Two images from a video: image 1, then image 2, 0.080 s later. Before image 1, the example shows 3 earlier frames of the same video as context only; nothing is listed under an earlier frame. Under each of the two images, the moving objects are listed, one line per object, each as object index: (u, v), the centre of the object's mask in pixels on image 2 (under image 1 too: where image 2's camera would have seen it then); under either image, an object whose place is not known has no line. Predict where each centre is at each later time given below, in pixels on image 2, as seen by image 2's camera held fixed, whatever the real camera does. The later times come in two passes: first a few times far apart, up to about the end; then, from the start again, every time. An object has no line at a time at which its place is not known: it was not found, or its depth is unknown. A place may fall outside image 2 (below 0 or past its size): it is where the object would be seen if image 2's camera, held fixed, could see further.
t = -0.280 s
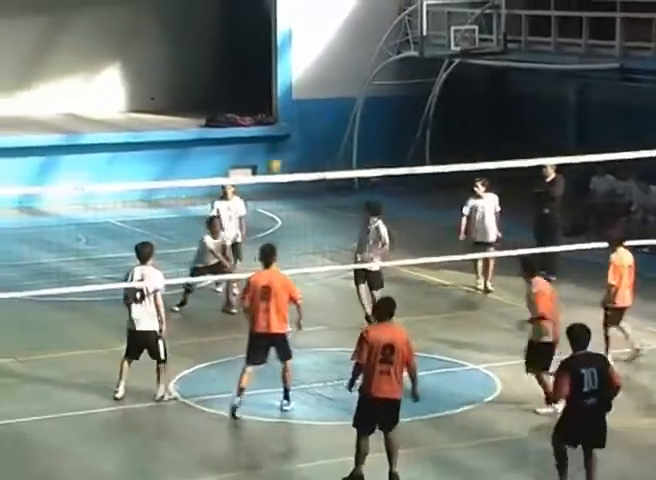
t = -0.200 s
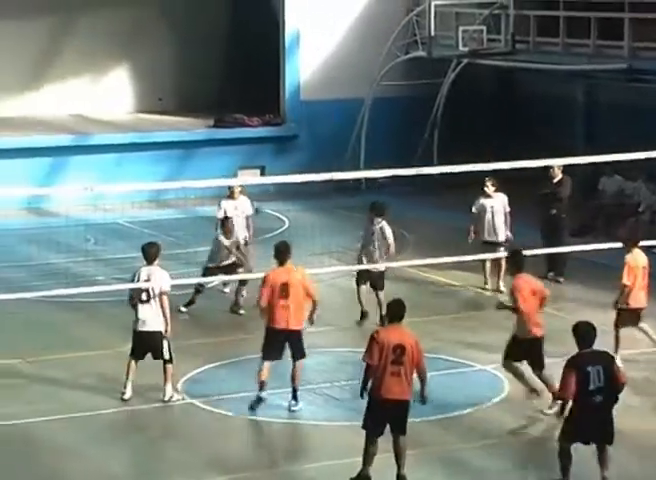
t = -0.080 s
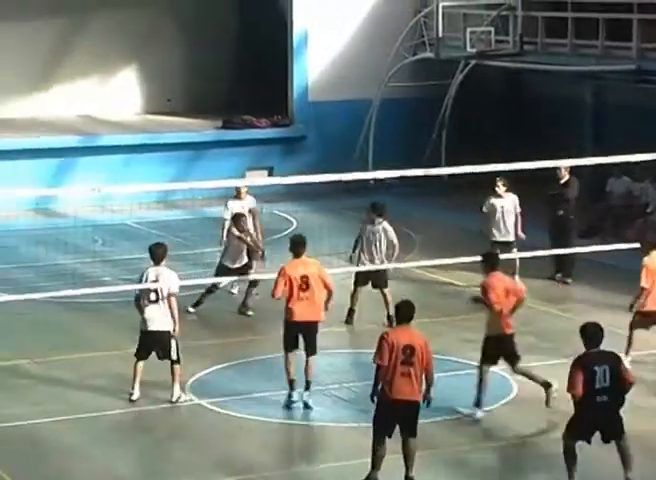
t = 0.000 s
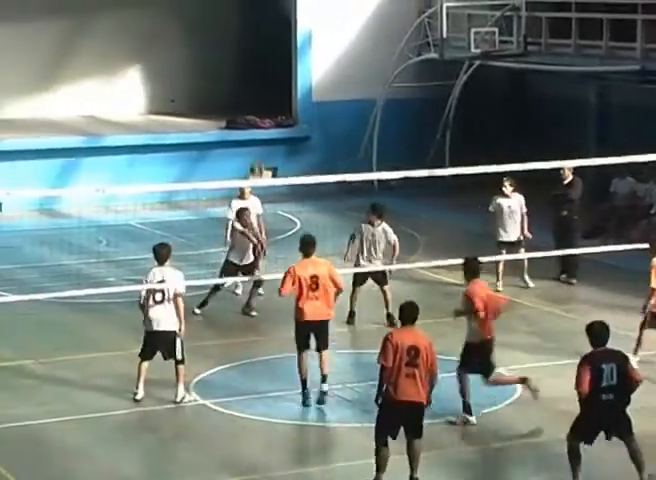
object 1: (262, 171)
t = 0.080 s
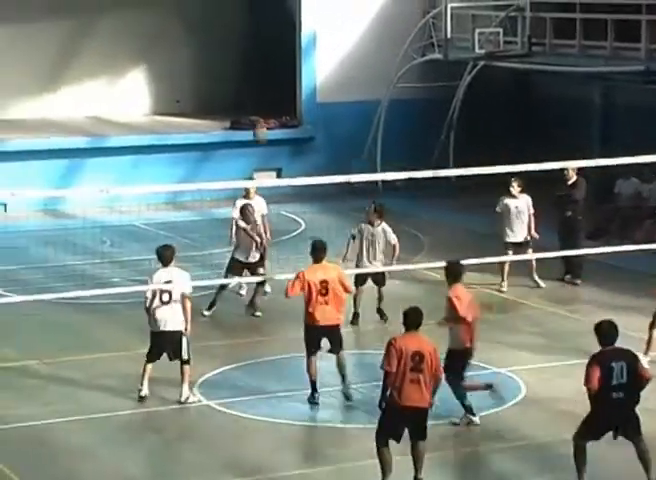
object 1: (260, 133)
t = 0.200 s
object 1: (258, 86)
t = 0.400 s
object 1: (254, 31)
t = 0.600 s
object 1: (249, 7)
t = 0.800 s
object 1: (244, 12)
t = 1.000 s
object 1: (240, 50)
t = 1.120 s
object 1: (238, 86)
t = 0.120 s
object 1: (259, 116)
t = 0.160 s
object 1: (259, 100)
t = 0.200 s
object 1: (258, 86)
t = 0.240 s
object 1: (256, 73)
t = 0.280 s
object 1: (256, 61)
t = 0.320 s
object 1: (255, 50)
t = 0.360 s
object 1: (254, 41)
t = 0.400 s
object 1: (254, 31)
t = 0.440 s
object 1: (253, 23)
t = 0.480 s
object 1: (252, 17)
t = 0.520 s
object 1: (251, 12)
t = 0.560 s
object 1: (249, 8)
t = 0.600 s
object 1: (249, 7)
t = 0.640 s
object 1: (248, 6)
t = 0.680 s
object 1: (247, 5)
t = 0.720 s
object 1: (246, 7)
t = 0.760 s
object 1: (246, 9)
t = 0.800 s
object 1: (244, 12)
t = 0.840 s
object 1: (244, 18)
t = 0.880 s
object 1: (243, 23)
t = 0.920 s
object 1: (242, 31)
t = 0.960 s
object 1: (241, 40)
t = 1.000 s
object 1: (240, 50)
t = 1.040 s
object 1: (239, 61)
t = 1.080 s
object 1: (239, 73)
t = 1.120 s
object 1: (238, 86)
